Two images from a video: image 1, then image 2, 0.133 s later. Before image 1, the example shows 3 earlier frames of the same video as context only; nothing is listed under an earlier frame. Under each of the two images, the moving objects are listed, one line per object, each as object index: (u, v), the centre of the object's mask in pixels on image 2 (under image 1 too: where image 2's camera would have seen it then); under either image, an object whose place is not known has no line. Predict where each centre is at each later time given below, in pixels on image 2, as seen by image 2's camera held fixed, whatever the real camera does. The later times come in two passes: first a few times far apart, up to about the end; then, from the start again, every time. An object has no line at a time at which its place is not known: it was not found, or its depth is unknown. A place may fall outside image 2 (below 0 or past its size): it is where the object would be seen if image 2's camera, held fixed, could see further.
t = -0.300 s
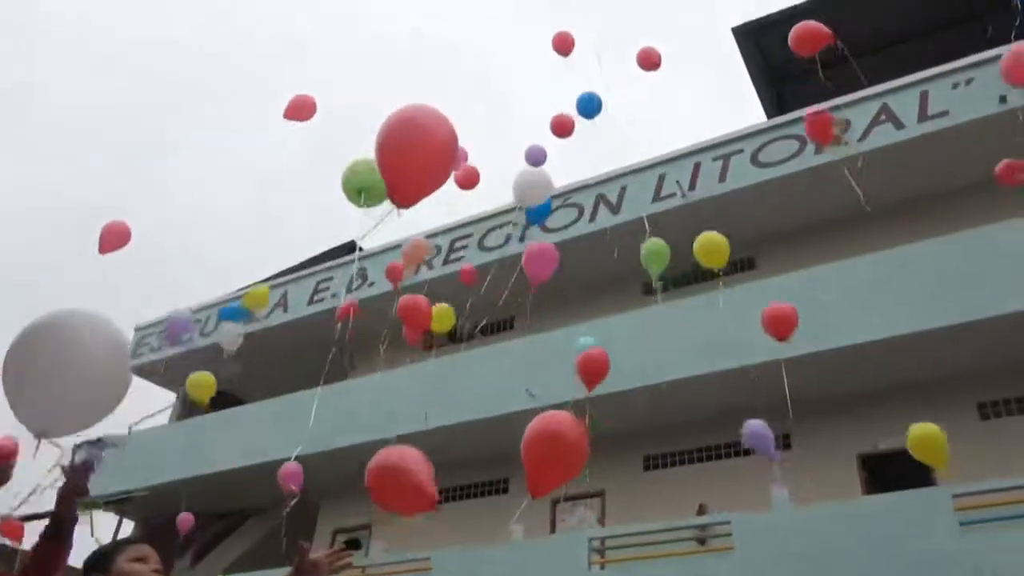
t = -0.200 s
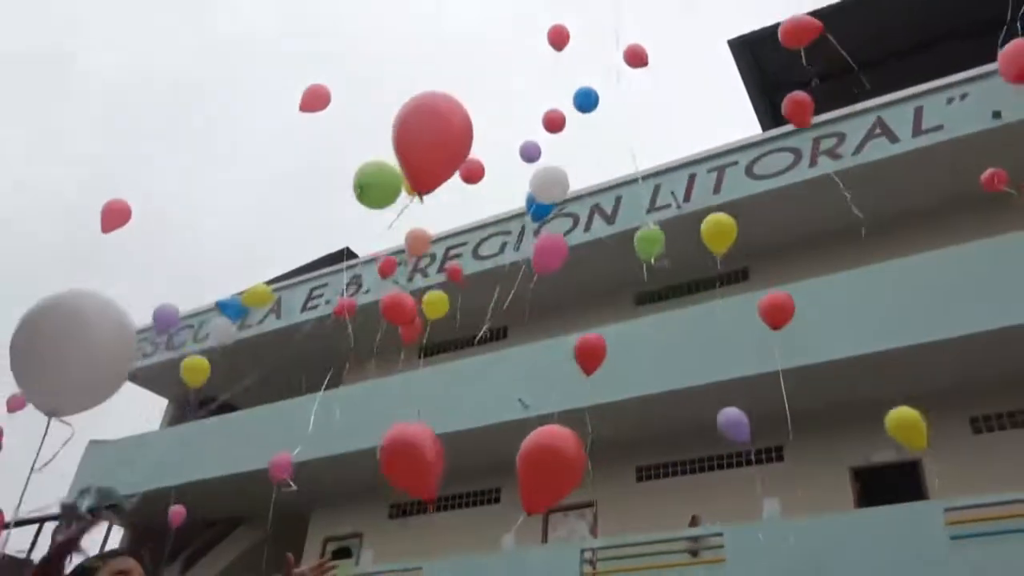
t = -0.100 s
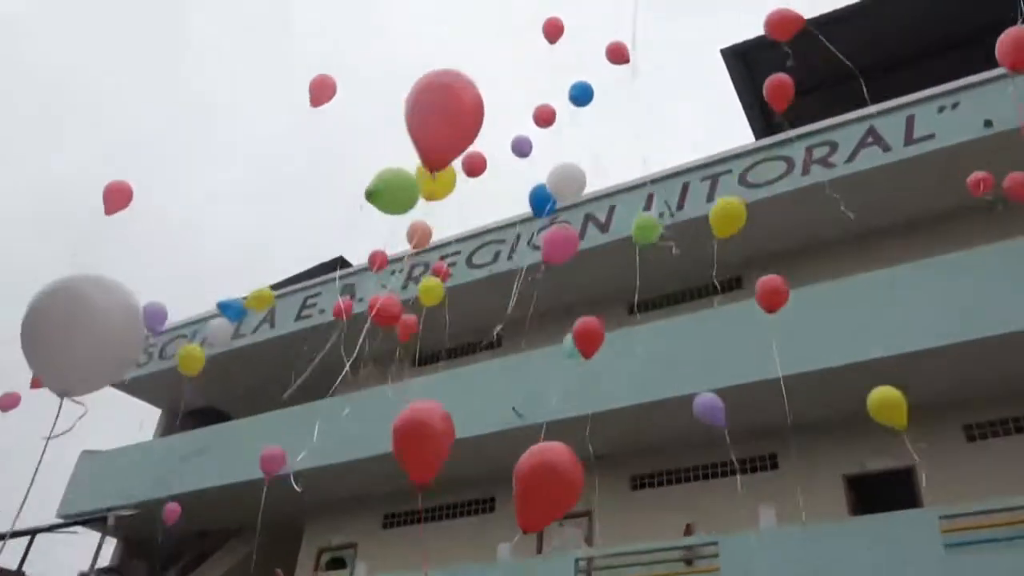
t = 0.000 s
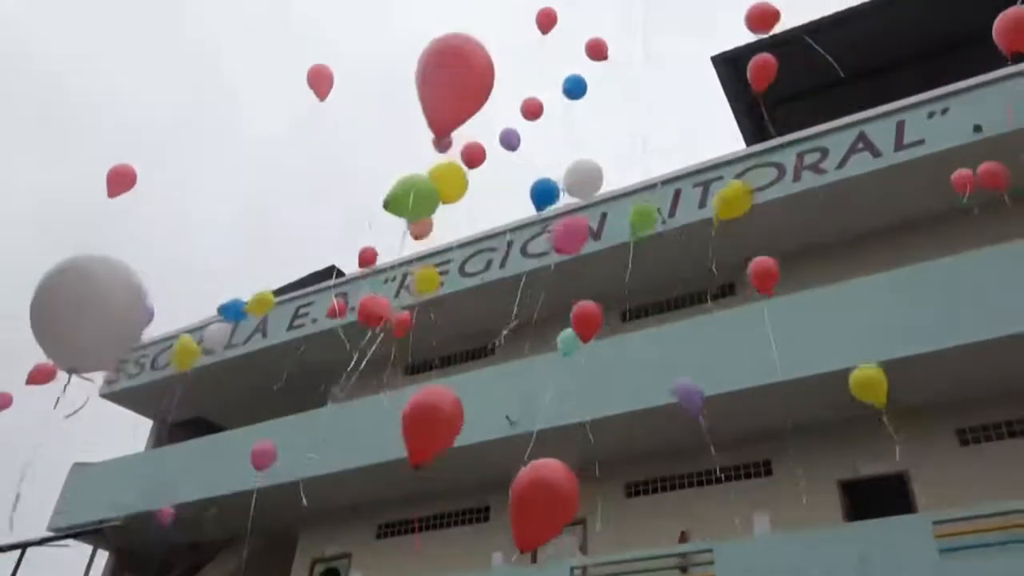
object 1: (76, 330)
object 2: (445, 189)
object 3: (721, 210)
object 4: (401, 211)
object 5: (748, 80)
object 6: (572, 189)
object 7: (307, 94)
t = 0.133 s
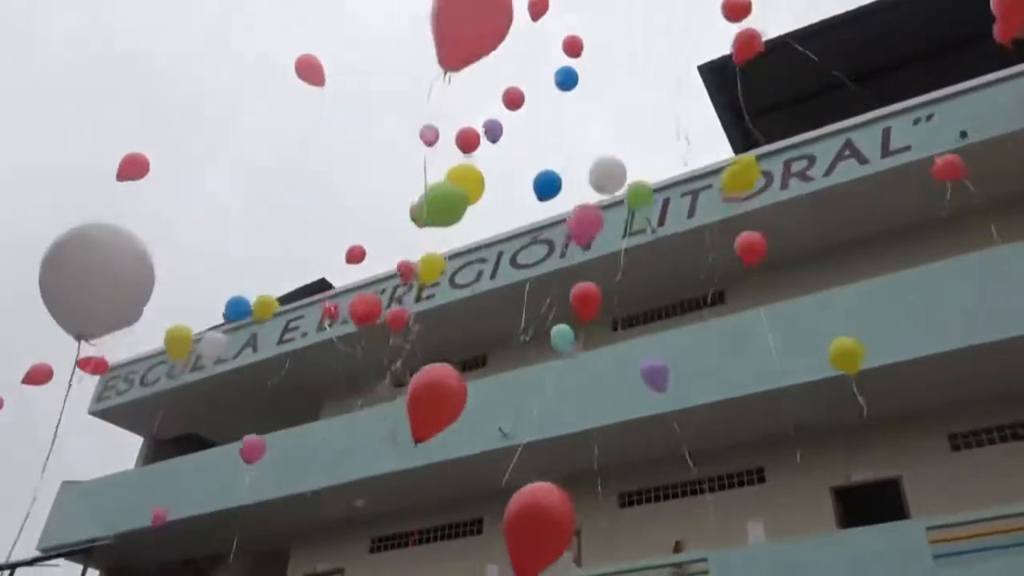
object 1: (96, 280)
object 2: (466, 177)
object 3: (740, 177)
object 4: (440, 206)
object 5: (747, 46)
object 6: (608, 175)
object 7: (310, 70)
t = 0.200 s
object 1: (103, 249)
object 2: (481, 171)
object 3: (751, 157)
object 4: (461, 200)
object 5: (748, 27)
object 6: (625, 168)
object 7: (309, 58)
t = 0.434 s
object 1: (121, 130)
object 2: (524, 145)
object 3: (781, 80)
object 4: (523, 175)
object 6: (684, 140)
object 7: (301, 20)
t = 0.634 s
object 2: (554, 126)
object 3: (798, 29)
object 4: (564, 154)
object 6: (727, 111)
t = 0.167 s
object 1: (100, 265)
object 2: (473, 174)
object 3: (746, 165)
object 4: (451, 203)
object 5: (747, 36)
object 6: (616, 172)
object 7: (309, 63)
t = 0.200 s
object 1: (103, 249)
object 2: (481, 171)
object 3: (751, 157)
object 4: (461, 200)
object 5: (748, 27)
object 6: (625, 168)
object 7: (309, 58)
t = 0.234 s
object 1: (108, 234)
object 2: (488, 168)
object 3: (756, 146)
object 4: (471, 198)
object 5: (749, 17)
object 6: (634, 166)
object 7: (308, 53)
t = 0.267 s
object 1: (111, 217)
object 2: (494, 165)
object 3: (760, 137)
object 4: (480, 195)
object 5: (750, 9)
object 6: (642, 162)
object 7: (307, 48)
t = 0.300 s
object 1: (114, 201)
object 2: (500, 162)
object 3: (765, 124)
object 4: (490, 192)
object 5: (751, 1)
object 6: (653, 157)
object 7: (306, 43)
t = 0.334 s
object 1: (117, 183)
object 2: (507, 157)
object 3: (770, 114)
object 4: (499, 187)
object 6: (660, 153)
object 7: (305, 37)
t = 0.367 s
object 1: (119, 166)
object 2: (513, 154)
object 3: (774, 102)
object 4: (508, 184)
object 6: (668, 149)
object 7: (303, 32)
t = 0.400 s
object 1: (120, 147)
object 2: (518, 150)
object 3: (777, 91)
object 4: (516, 180)
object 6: (677, 144)
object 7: (302, 26)
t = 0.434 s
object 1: (121, 130)
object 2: (524, 145)
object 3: (781, 80)
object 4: (523, 175)
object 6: (684, 140)
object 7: (301, 20)
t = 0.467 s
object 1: (122, 111)
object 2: (527, 141)
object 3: (784, 69)
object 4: (531, 171)
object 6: (692, 135)
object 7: (300, 14)
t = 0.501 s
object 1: (124, 93)
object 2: (531, 139)
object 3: (787, 60)
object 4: (539, 167)
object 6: (700, 131)
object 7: (300, 9)
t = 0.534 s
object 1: (127, 76)
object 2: (536, 137)
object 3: (790, 50)
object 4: (546, 164)
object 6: (707, 126)
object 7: (300, 5)
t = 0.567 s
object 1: (129, 60)
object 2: (541, 134)
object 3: (793, 42)
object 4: (552, 160)
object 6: (715, 121)
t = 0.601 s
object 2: (548, 129)
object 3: (796, 35)
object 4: (558, 156)
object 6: (721, 116)
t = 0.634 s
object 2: (554, 126)
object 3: (798, 29)
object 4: (564, 154)
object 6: (727, 111)
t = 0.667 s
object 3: (801, 23)
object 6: (735, 106)
